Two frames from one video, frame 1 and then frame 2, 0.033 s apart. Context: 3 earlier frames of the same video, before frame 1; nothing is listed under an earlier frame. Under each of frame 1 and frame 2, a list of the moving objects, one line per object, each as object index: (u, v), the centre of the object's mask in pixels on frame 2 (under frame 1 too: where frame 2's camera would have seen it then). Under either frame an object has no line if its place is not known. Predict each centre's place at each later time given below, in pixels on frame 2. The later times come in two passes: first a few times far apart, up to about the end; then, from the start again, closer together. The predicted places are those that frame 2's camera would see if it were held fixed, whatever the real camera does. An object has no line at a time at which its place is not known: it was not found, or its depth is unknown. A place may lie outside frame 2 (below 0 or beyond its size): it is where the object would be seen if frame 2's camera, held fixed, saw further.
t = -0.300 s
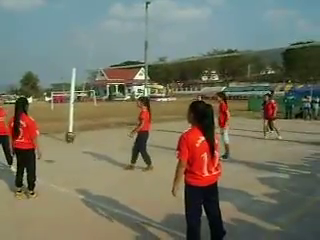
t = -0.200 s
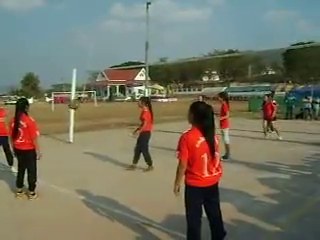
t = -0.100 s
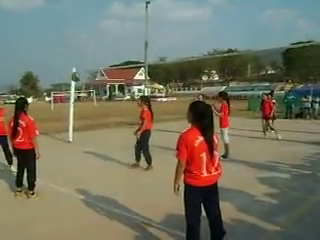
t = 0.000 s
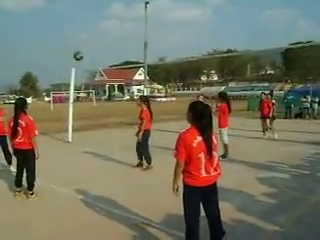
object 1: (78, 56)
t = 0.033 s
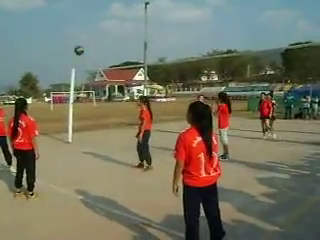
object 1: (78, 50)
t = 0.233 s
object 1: (85, 28)
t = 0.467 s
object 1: (92, 25)
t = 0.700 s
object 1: (99, 44)
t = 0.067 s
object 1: (80, 45)
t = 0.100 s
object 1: (80, 41)
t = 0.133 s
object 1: (81, 37)
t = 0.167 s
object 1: (83, 33)
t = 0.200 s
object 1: (84, 30)
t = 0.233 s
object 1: (85, 28)
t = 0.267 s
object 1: (86, 26)
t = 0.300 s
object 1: (87, 24)
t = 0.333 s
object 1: (88, 24)
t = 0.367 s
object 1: (89, 24)
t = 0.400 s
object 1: (90, 24)
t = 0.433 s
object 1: (91, 24)
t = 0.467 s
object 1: (92, 25)
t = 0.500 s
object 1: (93, 27)
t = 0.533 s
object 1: (94, 29)
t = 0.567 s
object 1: (95, 31)
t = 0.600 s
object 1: (96, 34)
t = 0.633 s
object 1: (97, 37)
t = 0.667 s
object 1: (98, 40)
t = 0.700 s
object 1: (99, 44)
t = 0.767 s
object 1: (101, 54)
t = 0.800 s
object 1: (102, 59)
